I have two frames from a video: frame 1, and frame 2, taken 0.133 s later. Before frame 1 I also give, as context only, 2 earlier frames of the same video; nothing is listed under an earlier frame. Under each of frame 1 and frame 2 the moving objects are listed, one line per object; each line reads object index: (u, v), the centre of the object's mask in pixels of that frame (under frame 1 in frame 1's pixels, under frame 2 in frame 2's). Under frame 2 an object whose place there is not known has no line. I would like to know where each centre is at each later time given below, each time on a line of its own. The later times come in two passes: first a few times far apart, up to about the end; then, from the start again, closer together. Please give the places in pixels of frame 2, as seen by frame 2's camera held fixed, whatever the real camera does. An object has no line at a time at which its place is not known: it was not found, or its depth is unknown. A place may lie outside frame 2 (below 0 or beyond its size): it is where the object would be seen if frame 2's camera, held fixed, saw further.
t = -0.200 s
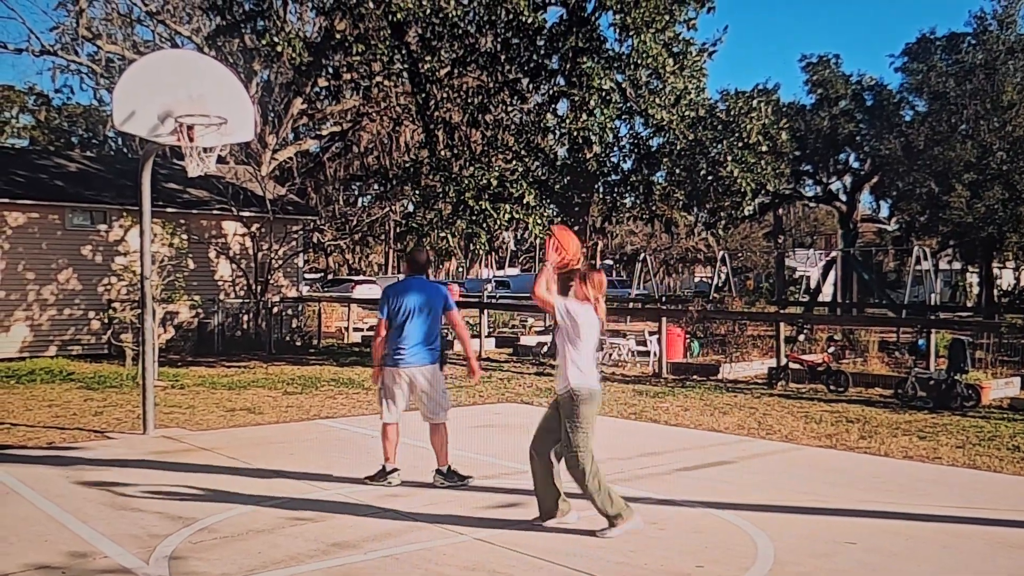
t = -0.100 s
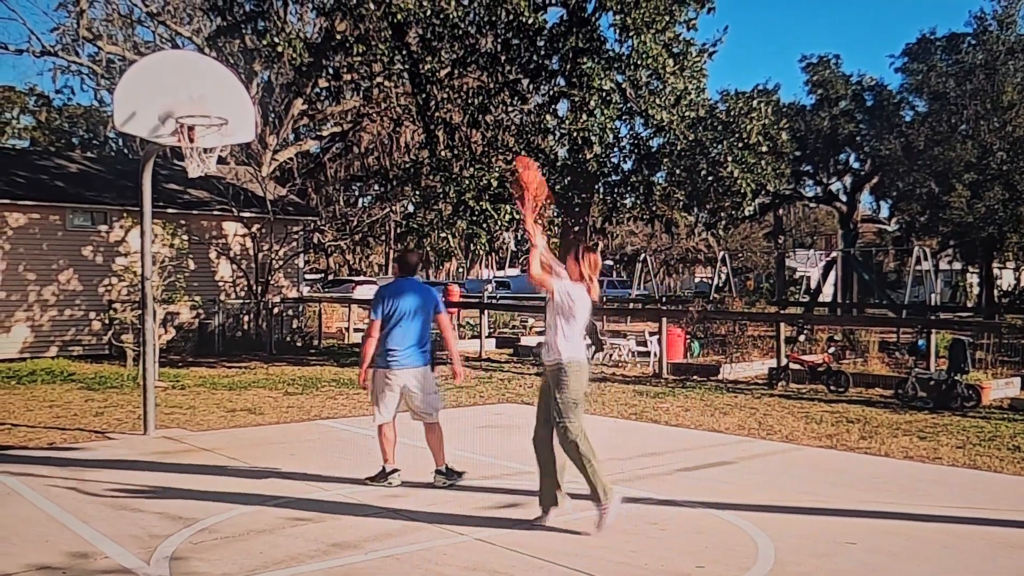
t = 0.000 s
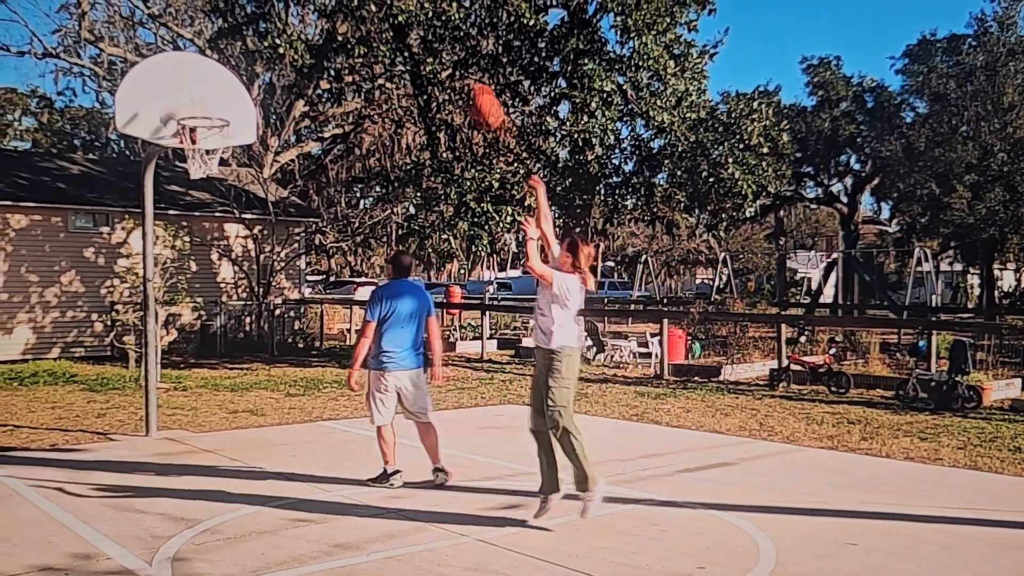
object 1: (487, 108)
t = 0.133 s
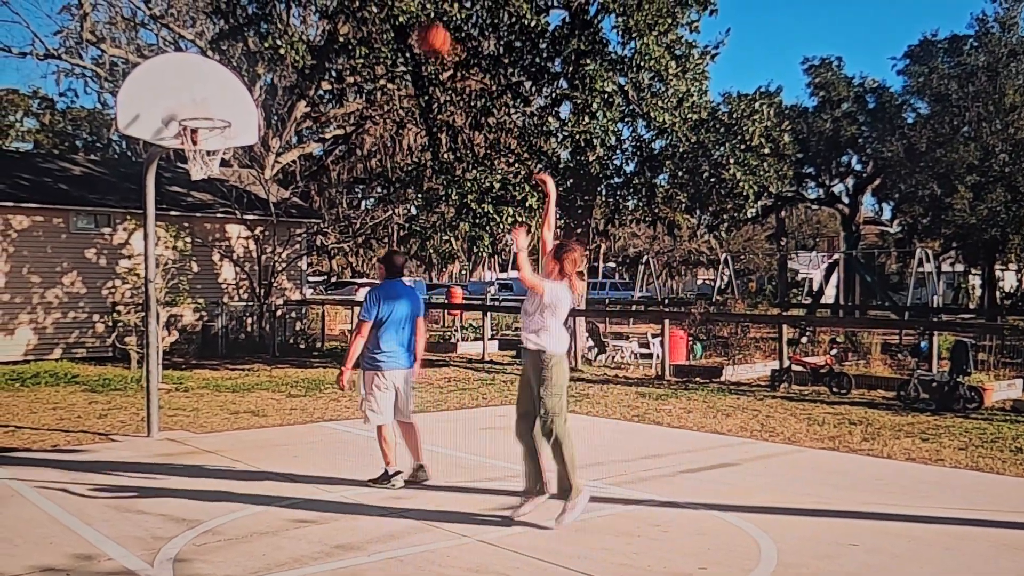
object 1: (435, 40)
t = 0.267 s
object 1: (386, 5)
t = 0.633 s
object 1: (275, 9)
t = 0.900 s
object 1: (209, 104)
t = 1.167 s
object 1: (220, 134)
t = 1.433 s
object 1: (222, 145)
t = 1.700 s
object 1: (205, 174)
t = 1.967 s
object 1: (196, 236)
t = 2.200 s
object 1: (186, 352)
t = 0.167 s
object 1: (420, 25)
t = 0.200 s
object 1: (409, 16)
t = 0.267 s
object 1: (386, 5)
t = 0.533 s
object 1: (303, 0)
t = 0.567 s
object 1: (294, 1)
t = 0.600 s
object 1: (285, 4)
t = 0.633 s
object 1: (275, 9)
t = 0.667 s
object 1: (267, 14)
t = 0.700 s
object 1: (258, 24)
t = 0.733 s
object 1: (250, 35)
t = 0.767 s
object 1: (242, 47)
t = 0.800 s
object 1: (234, 60)
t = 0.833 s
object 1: (227, 73)
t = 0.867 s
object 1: (215, 91)
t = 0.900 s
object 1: (209, 104)
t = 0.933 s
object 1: (203, 119)
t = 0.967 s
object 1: (202, 132)
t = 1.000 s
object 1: (206, 140)
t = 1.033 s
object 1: (210, 146)
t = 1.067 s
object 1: (213, 146)
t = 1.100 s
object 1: (216, 144)
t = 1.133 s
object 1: (218, 141)
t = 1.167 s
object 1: (220, 134)
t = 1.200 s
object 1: (220, 132)
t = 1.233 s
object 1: (220, 131)
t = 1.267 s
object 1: (221, 131)
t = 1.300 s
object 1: (221, 132)
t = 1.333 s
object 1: (222, 134)
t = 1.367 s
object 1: (223, 137)
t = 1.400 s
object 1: (223, 142)
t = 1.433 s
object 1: (222, 145)
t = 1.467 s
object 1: (220, 149)
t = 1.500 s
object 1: (219, 150)
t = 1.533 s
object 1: (219, 153)
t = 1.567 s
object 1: (216, 155)
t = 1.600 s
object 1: (214, 158)
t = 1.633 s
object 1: (211, 161)
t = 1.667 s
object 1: (207, 172)
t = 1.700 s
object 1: (205, 174)
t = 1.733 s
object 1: (203, 178)
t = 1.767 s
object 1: (202, 182)
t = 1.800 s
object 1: (201, 188)
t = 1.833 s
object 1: (199, 196)
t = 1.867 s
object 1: (200, 203)
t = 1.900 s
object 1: (199, 213)
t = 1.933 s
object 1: (198, 226)
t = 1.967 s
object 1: (196, 236)
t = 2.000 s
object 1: (194, 250)
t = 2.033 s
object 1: (193, 265)
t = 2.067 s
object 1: (191, 279)
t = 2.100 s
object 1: (190, 294)
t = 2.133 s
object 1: (189, 315)
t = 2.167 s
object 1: (188, 330)
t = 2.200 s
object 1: (186, 352)
